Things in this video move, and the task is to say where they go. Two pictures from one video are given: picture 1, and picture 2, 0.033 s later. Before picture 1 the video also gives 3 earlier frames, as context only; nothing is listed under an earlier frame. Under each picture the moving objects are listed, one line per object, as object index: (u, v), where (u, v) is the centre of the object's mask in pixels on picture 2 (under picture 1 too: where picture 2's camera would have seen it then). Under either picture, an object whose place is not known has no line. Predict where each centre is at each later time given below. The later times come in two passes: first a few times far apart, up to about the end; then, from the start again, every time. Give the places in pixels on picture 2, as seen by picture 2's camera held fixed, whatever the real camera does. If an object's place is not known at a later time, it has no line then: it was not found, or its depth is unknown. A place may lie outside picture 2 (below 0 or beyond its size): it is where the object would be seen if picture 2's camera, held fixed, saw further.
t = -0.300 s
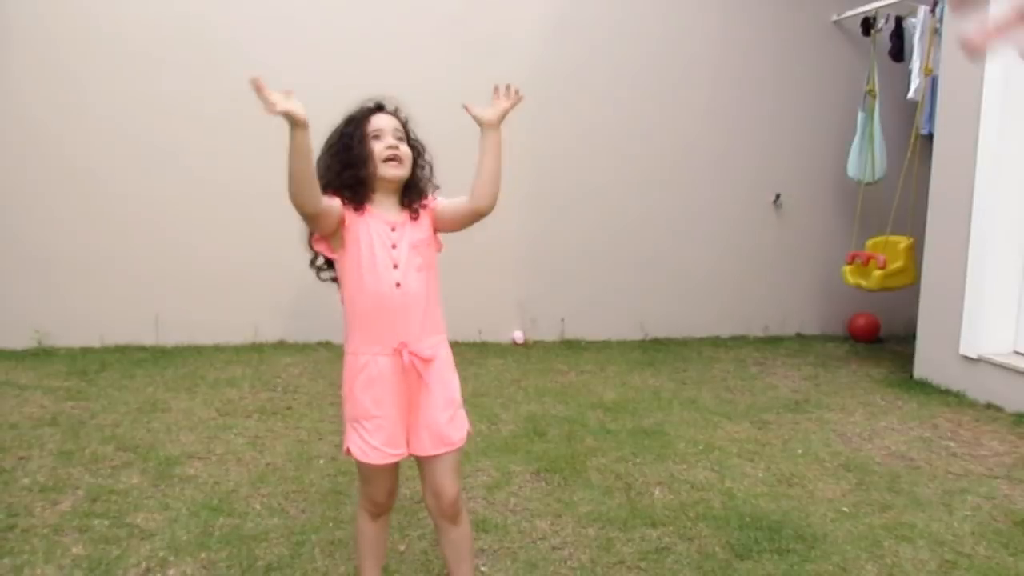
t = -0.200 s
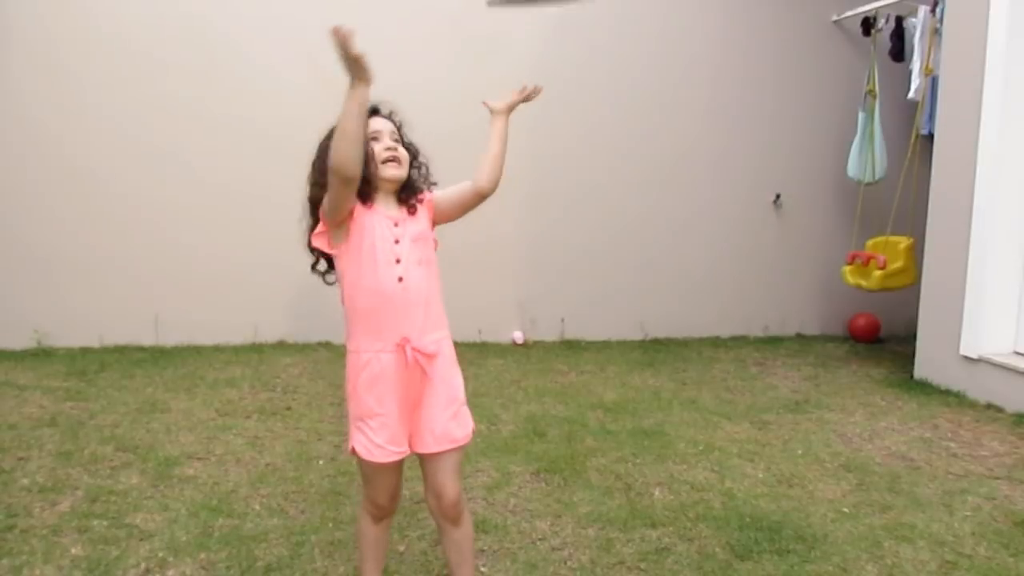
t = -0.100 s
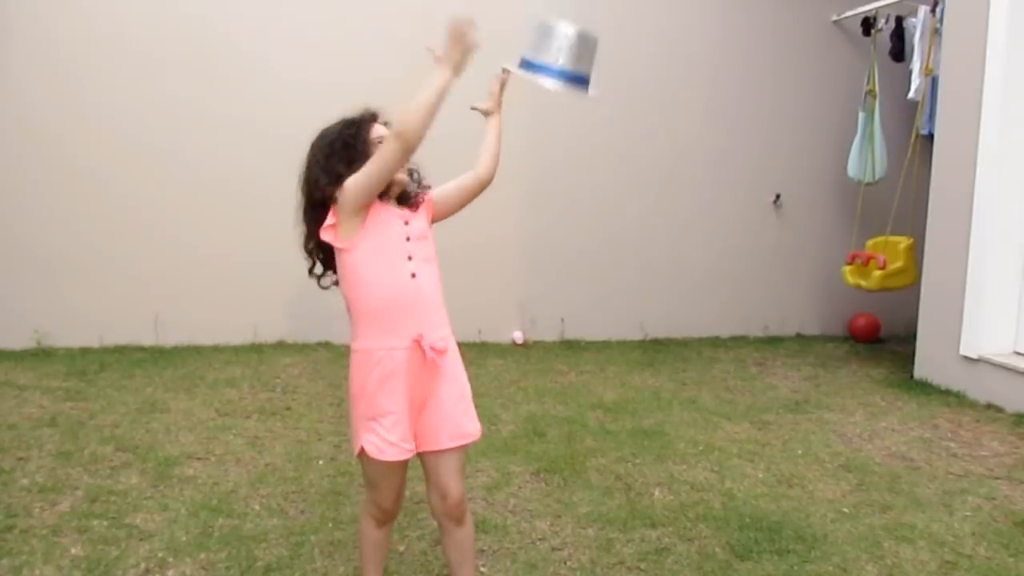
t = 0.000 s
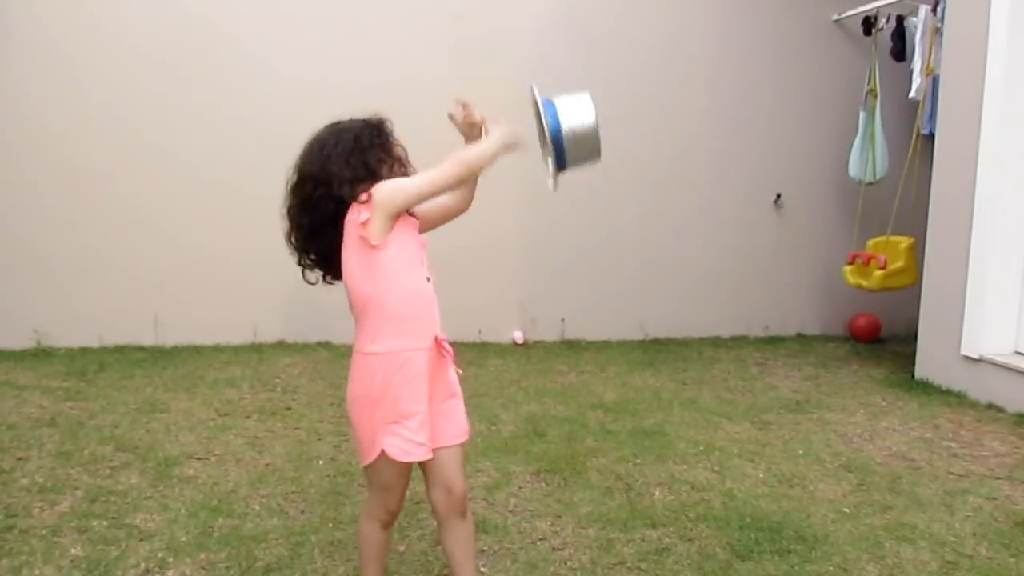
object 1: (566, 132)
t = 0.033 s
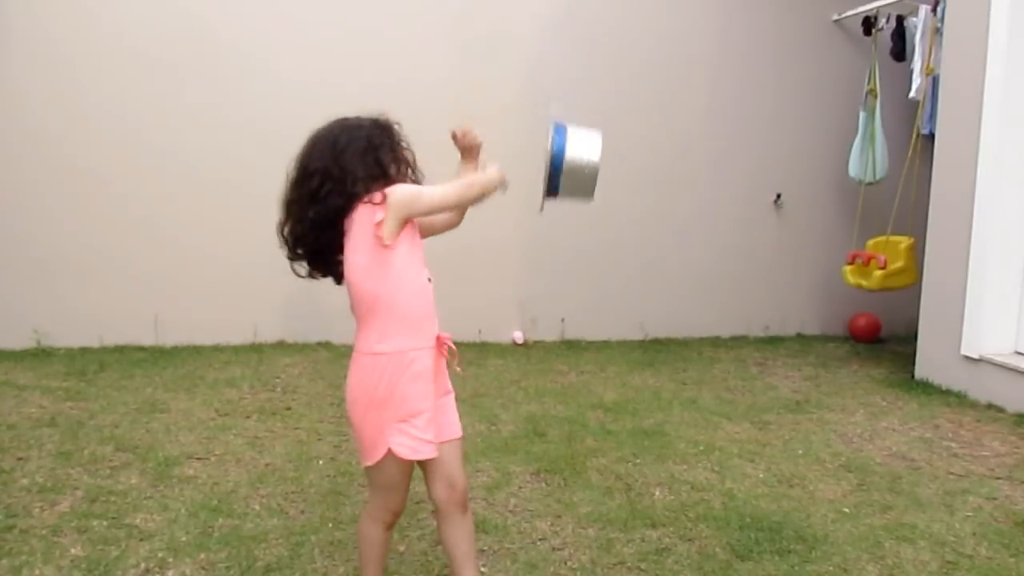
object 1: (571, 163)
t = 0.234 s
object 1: (580, 364)
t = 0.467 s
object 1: (545, 457)
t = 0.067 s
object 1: (571, 195)
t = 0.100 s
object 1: (572, 228)
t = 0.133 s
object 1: (574, 261)
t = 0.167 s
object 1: (576, 295)
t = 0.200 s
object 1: (578, 329)
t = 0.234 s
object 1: (580, 364)
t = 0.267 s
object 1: (582, 400)
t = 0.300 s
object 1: (582, 437)
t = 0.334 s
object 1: (583, 472)
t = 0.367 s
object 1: (571, 465)
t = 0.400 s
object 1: (561, 461)
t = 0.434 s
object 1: (554, 457)
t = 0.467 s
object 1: (545, 457)
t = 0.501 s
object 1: (535, 462)
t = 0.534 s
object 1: (525, 473)
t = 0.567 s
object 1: (518, 478)
